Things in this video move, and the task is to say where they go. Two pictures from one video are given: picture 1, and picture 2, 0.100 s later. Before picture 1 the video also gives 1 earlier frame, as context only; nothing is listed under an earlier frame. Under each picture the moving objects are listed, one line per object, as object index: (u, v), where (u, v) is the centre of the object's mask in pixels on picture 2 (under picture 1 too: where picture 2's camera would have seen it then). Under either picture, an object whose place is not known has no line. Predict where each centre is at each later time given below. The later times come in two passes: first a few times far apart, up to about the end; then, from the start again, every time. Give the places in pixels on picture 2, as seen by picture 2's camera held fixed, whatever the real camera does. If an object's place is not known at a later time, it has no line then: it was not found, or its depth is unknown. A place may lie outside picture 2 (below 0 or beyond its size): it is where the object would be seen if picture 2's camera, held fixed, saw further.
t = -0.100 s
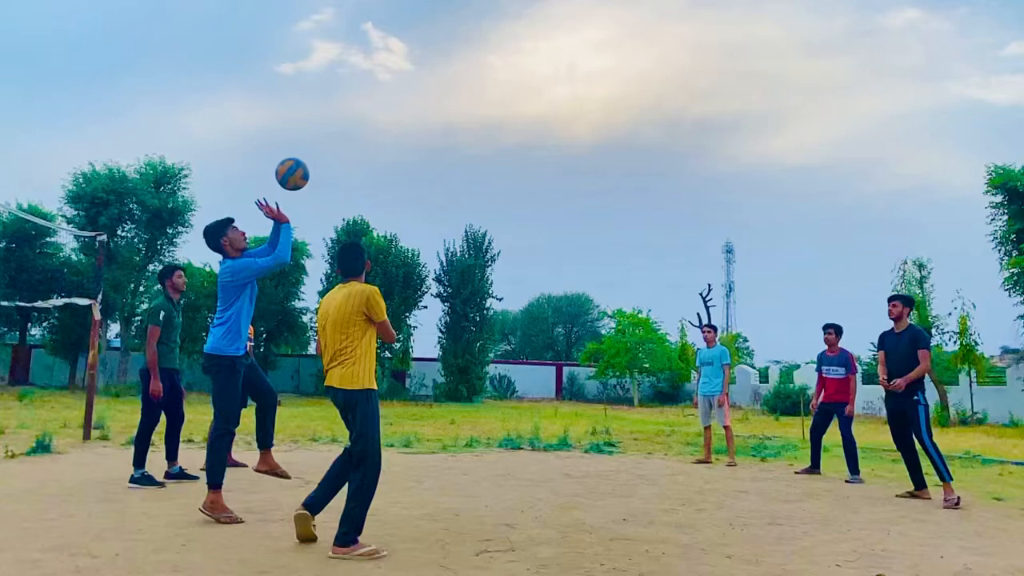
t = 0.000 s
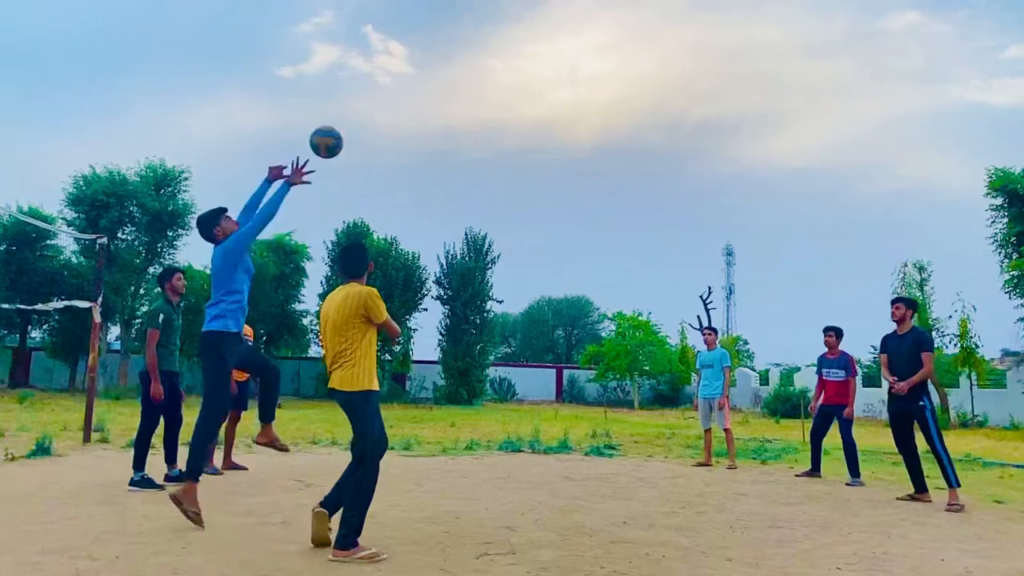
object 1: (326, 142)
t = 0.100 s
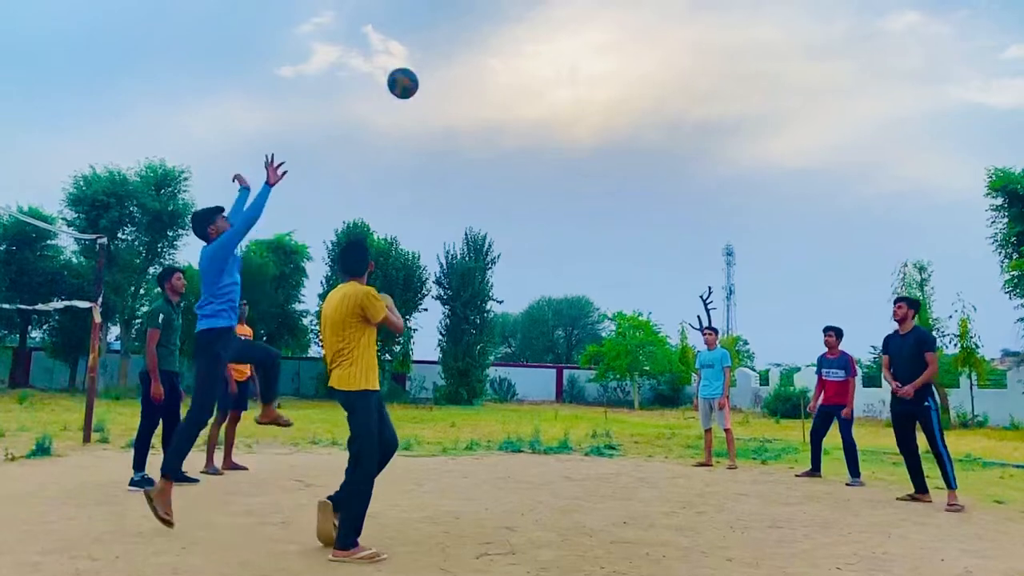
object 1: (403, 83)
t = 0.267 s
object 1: (513, 24)
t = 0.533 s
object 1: (658, 15)
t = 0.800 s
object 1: (779, 87)
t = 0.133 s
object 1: (426, 67)
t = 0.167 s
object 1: (449, 54)
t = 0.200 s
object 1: (471, 42)
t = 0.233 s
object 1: (493, 32)
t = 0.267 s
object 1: (513, 24)
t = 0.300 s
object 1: (534, 17)
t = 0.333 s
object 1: (553, 13)
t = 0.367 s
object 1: (572, 11)
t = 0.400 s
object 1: (590, 10)
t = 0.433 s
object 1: (608, 10)
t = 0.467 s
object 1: (625, 11)
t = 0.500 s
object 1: (642, 13)
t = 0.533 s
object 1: (658, 15)
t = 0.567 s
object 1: (674, 20)
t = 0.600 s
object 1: (690, 26)
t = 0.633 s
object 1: (706, 33)
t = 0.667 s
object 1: (720, 42)
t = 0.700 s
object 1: (735, 52)
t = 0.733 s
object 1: (750, 62)
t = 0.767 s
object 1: (765, 74)
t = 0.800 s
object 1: (779, 87)
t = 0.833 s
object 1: (793, 102)
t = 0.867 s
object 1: (807, 117)
